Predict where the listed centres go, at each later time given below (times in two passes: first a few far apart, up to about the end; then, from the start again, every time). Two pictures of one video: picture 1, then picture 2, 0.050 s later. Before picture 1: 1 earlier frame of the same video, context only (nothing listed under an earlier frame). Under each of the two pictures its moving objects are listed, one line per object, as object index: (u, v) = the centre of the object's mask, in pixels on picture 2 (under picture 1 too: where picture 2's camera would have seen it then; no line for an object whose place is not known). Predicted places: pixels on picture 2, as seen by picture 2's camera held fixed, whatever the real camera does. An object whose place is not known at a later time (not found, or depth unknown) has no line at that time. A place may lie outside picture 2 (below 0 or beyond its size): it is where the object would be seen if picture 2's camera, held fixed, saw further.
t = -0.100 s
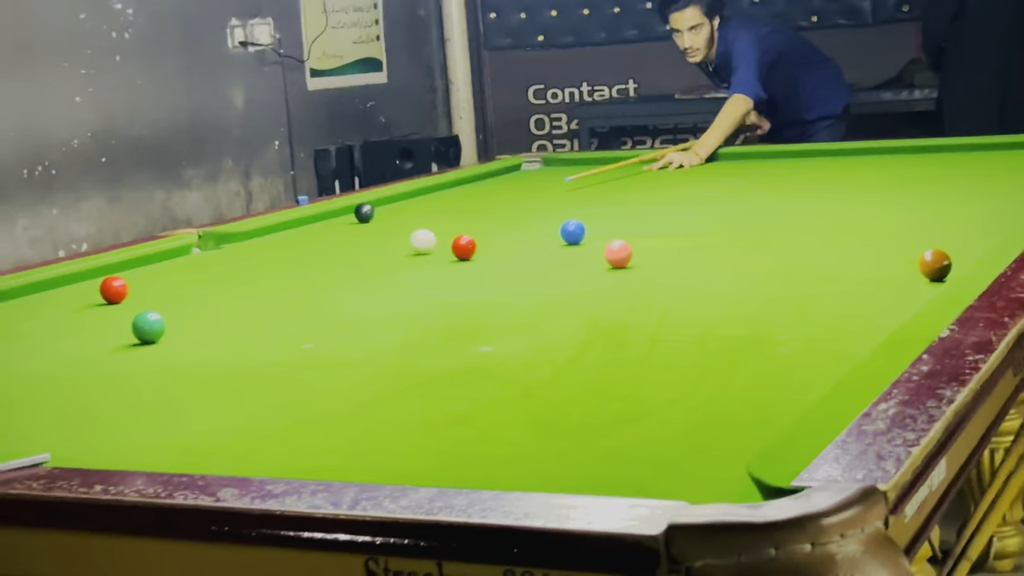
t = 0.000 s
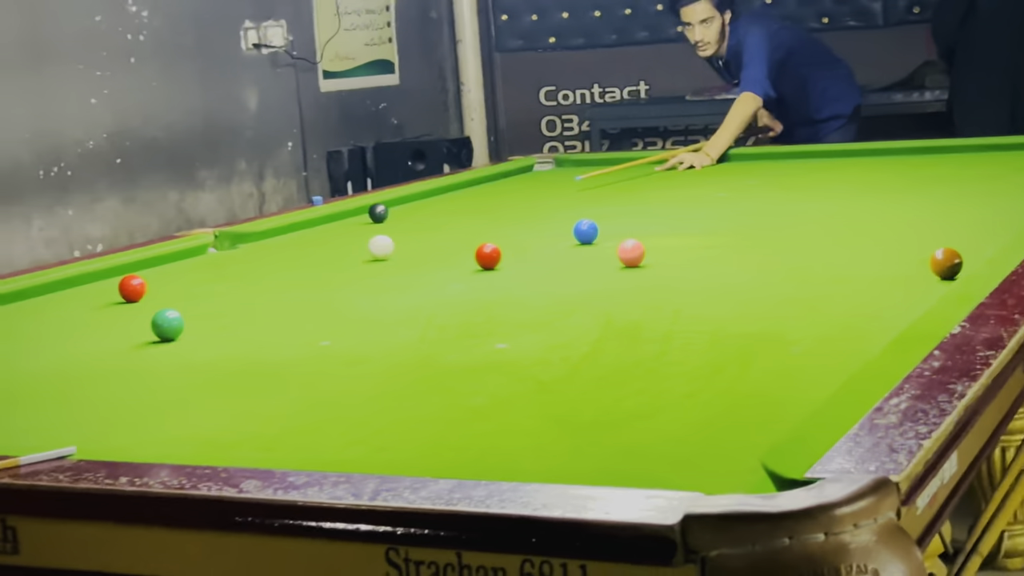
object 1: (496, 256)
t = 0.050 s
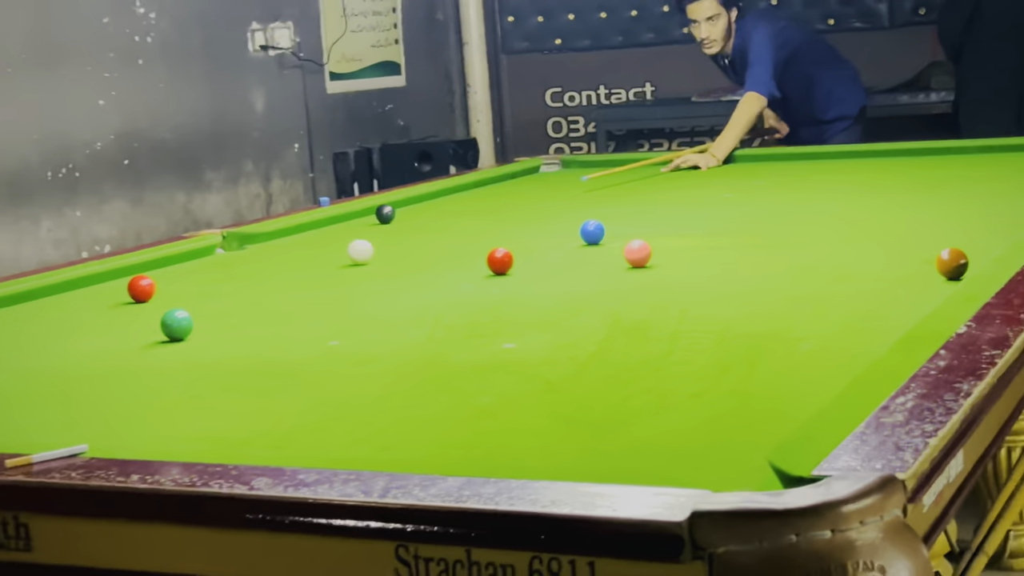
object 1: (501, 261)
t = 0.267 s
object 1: (523, 281)
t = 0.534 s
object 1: (557, 311)
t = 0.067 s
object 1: (503, 262)
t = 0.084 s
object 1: (504, 264)
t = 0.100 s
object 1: (505, 265)
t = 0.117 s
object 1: (507, 267)
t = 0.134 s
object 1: (508, 268)
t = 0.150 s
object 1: (510, 270)
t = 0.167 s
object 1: (512, 271)
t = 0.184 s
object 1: (514, 273)
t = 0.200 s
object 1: (515, 274)
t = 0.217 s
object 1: (517, 276)
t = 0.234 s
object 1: (519, 278)
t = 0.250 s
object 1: (521, 279)
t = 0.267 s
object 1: (523, 281)
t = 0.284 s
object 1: (525, 283)
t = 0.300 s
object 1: (526, 284)
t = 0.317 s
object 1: (528, 286)
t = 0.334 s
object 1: (530, 288)
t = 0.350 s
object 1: (532, 290)
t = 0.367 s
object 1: (534, 292)
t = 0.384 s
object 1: (537, 293)
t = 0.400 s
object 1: (539, 295)
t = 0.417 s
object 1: (541, 297)
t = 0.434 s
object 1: (543, 299)
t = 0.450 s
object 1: (545, 301)
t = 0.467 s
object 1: (547, 303)
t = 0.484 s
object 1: (550, 305)
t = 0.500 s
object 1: (552, 307)
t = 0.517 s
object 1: (554, 309)
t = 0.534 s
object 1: (557, 311)
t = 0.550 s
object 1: (559, 313)
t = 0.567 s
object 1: (562, 316)
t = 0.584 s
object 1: (564, 318)
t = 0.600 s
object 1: (567, 320)
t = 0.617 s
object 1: (569, 322)
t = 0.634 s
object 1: (572, 325)
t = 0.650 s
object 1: (575, 327)
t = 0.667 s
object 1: (577, 329)
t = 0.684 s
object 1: (580, 332)
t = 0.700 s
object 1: (583, 334)
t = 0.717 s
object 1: (586, 337)
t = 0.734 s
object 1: (588, 339)
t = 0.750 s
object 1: (591, 342)
